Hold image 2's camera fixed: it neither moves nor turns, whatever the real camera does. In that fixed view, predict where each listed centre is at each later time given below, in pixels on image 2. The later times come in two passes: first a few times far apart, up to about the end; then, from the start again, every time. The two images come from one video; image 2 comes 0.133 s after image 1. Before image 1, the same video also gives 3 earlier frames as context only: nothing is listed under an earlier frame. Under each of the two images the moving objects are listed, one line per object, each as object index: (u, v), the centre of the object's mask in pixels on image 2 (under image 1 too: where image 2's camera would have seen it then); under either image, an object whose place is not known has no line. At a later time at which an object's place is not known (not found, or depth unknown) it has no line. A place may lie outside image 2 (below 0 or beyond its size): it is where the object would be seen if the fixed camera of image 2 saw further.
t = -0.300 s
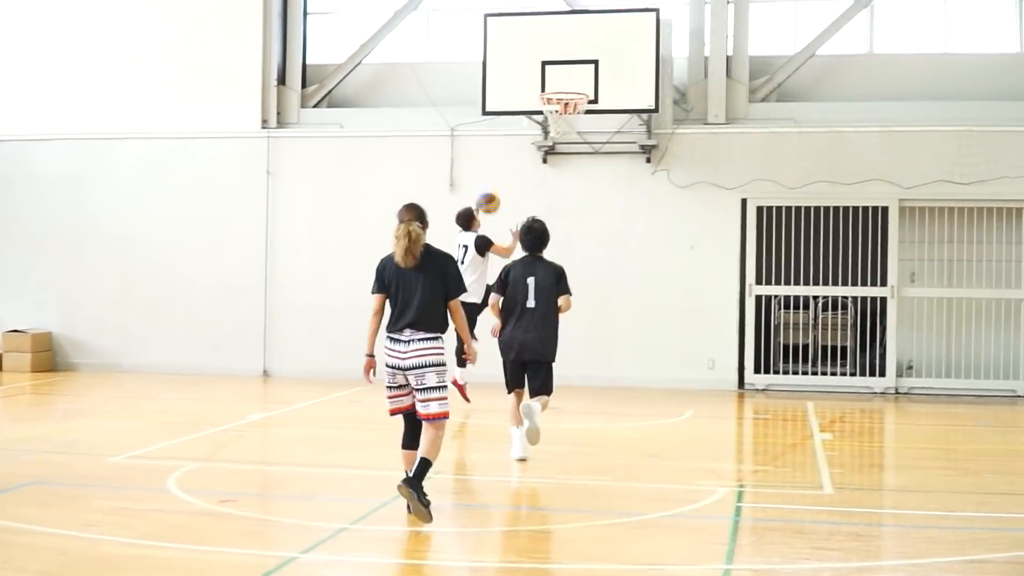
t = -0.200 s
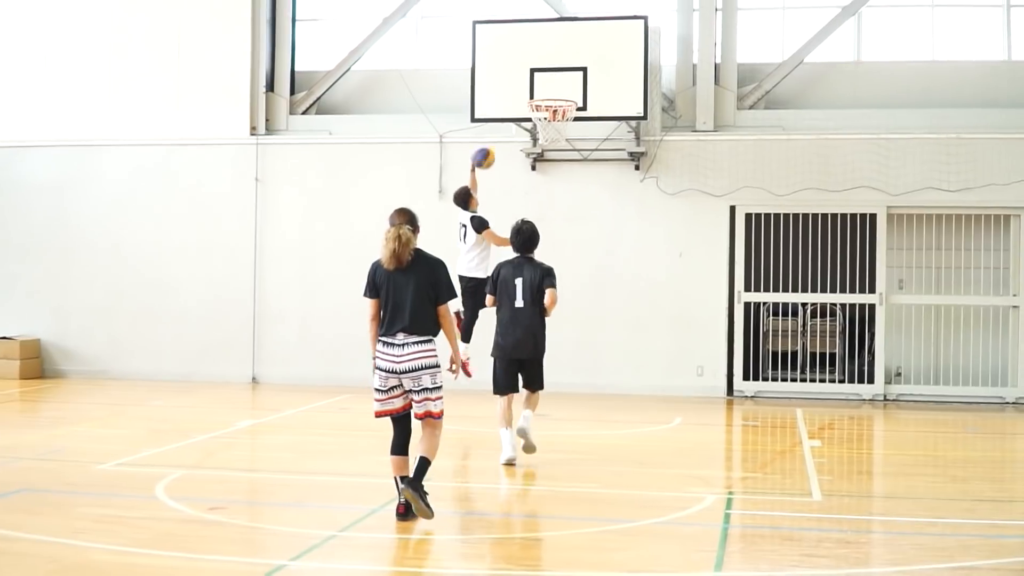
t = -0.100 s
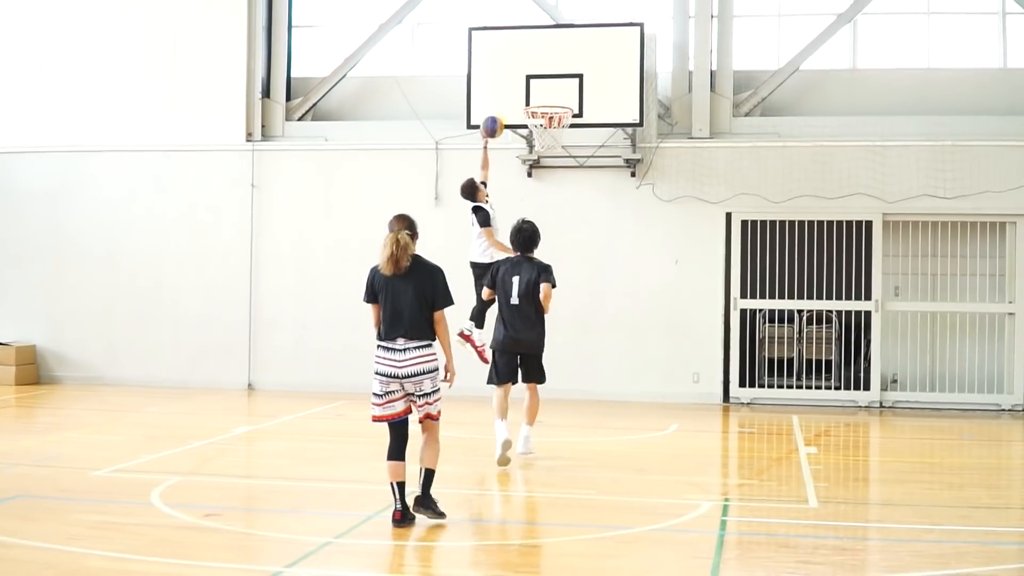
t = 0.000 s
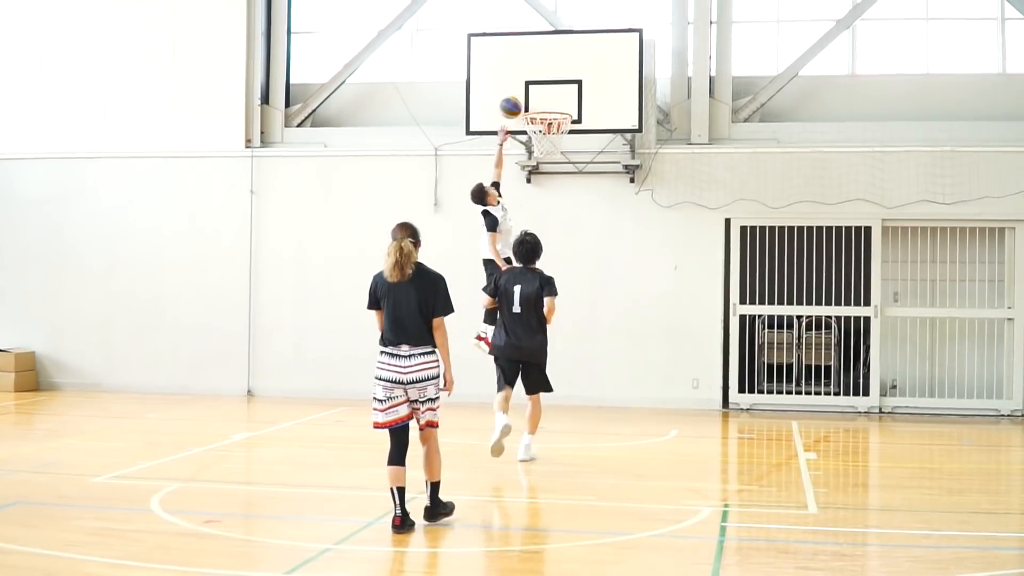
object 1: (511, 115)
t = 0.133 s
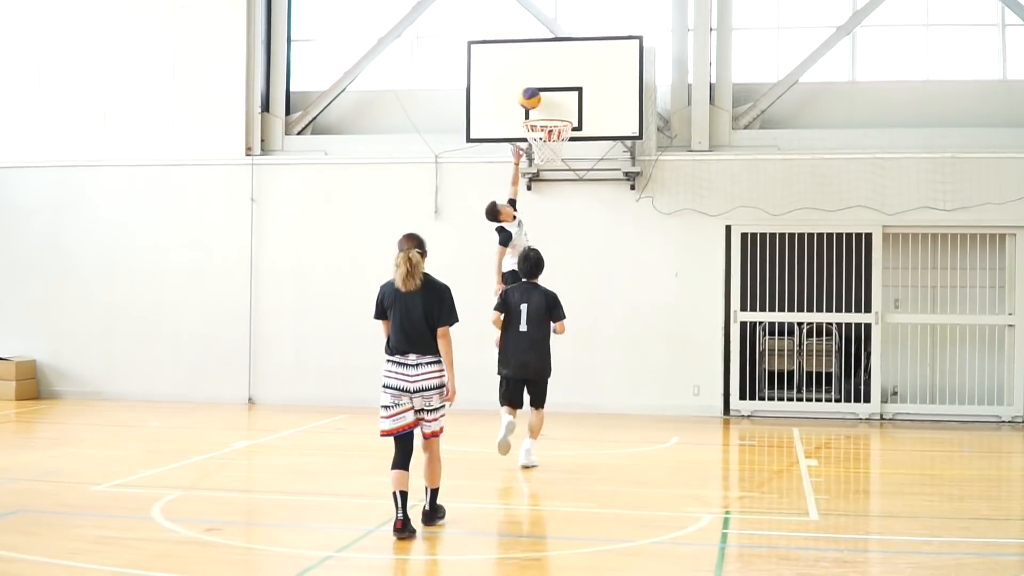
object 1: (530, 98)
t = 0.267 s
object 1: (542, 101)
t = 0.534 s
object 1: (547, 160)
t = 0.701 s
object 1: (532, 219)
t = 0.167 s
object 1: (532, 97)
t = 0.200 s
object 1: (535, 97)
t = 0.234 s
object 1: (538, 99)
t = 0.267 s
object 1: (542, 101)
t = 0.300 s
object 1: (544, 105)
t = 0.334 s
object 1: (547, 109)
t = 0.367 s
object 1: (551, 112)
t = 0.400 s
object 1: (554, 121)
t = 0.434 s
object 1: (553, 132)
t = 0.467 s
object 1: (552, 139)
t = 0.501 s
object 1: (550, 150)
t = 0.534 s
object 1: (547, 160)
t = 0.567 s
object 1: (542, 168)
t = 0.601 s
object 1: (540, 180)
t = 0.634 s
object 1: (537, 191)
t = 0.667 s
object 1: (535, 205)
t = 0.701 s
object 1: (532, 219)
